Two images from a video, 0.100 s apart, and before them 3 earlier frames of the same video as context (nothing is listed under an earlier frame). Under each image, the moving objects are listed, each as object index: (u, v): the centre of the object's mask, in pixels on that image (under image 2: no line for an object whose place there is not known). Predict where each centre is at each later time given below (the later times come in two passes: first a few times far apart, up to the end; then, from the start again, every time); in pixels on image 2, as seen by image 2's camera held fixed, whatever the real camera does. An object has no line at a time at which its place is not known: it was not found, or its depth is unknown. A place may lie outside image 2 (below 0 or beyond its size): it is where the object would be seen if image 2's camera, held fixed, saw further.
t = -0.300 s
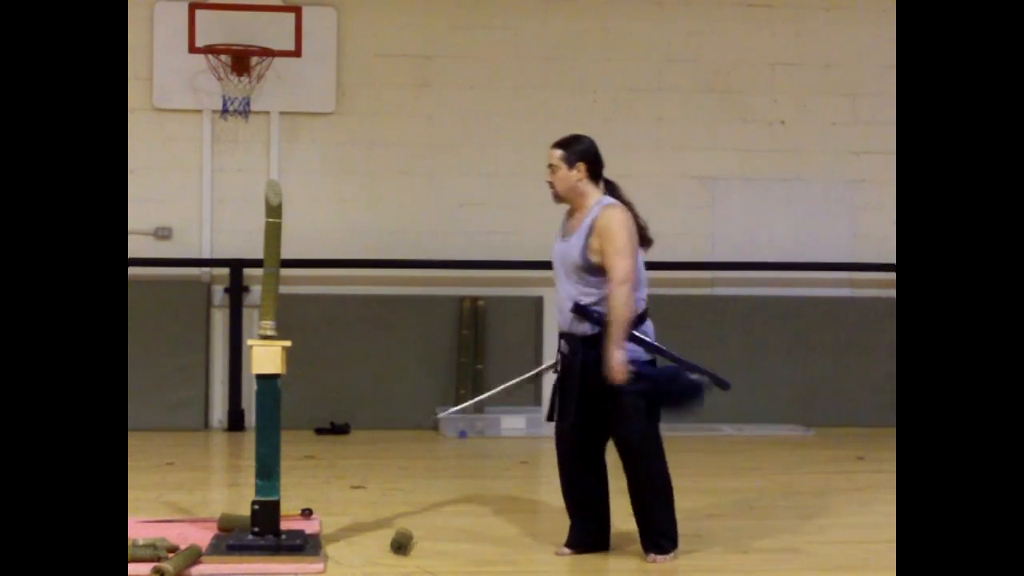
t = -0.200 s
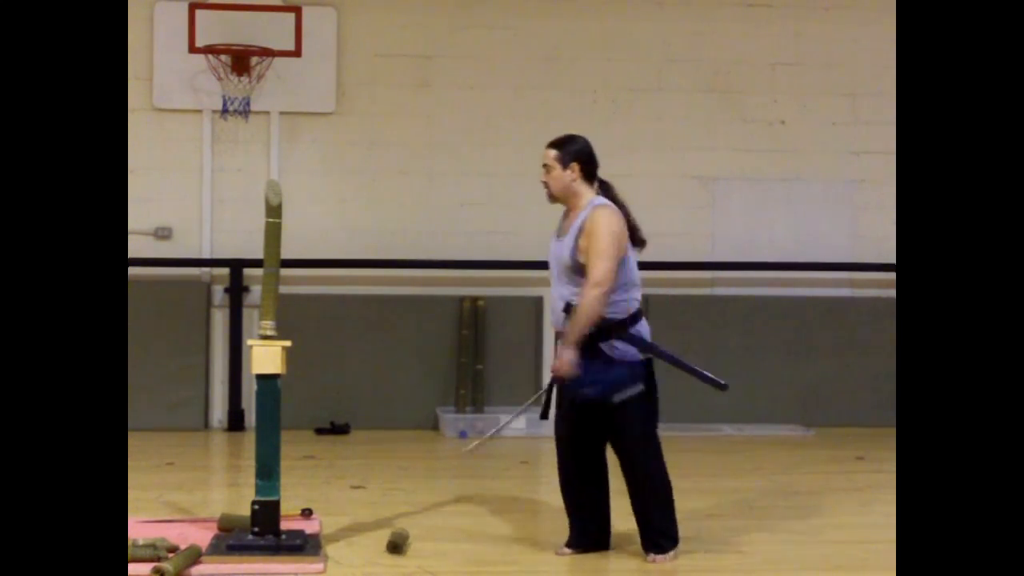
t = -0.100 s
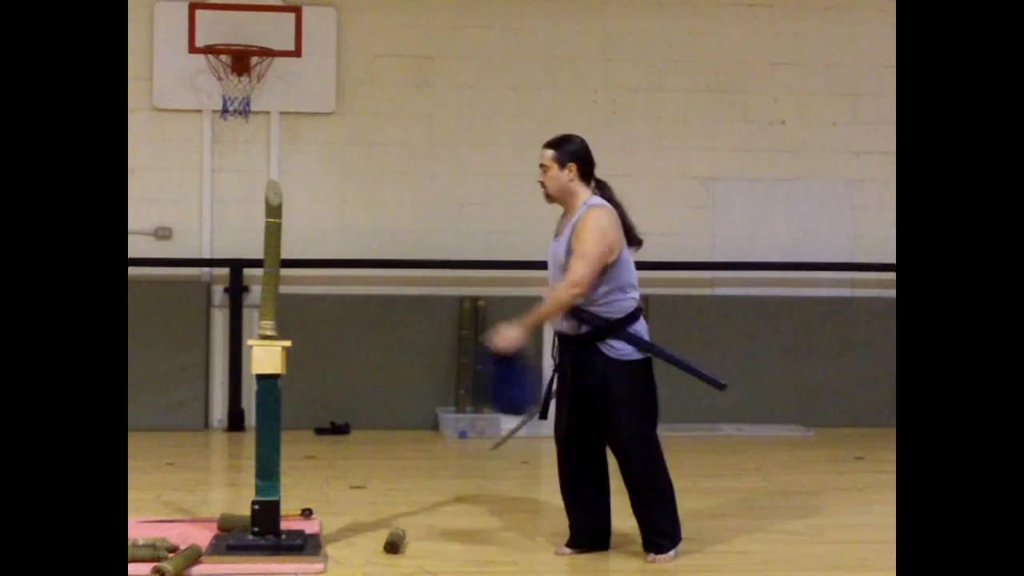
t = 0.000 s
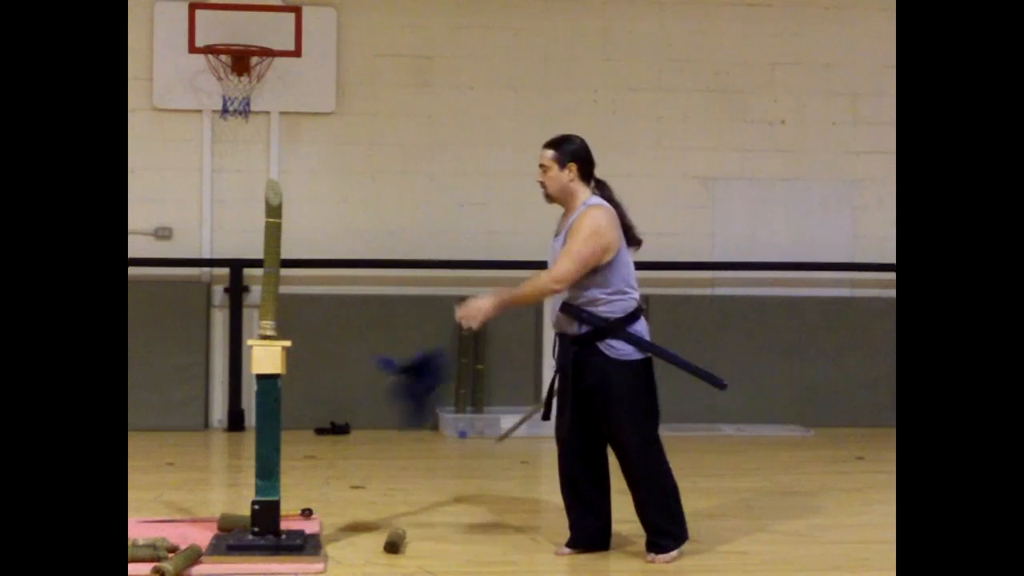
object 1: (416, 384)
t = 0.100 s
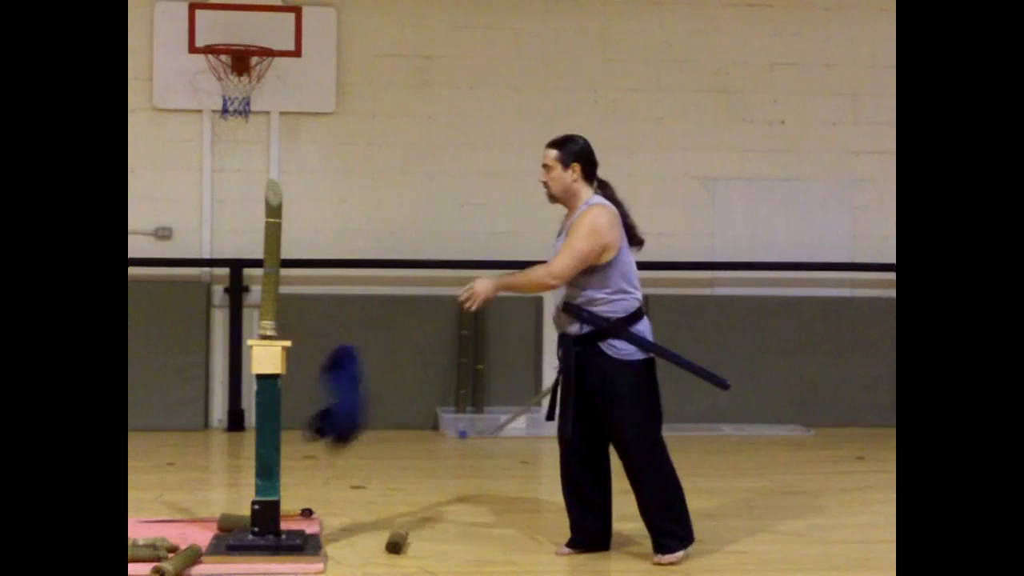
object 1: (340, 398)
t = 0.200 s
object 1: (304, 423)
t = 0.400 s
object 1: (221, 519)
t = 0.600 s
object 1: (219, 520)
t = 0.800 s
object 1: (219, 520)
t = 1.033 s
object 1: (219, 520)
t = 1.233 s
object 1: (219, 520)
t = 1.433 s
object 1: (219, 520)
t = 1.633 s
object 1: (219, 520)
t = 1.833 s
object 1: (219, 520)
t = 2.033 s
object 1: (219, 520)
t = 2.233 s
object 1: (219, 520)
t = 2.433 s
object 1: (219, 520)
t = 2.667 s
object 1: (219, 520)
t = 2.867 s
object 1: (219, 520)
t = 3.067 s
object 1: (219, 520)
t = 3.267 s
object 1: (219, 520)
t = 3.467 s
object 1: (219, 520)
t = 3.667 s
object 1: (219, 520)
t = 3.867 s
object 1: (219, 520)
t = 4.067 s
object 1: (219, 520)
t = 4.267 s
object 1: (219, 520)
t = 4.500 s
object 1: (219, 520)
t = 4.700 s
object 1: (219, 520)
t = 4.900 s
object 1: (219, 520)
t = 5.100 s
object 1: (219, 520)
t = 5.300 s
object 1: (219, 520)
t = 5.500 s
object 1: (219, 520)
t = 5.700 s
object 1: (219, 520)
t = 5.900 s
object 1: (219, 520)
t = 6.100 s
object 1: (219, 520)
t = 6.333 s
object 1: (219, 520)
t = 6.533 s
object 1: (219, 520)
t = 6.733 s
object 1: (219, 520)
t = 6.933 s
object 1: (219, 520)
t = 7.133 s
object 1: (219, 520)
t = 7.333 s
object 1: (219, 520)
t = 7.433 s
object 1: (219, 520)
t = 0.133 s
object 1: (324, 405)
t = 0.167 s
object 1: (312, 414)
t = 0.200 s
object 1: (304, 423)
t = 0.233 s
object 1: (280, 449)
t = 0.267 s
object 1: (236, 487)
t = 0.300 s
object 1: (231, 505)
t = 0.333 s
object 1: (224, 519)
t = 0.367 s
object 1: (222, 520)
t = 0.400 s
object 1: (221, 519)
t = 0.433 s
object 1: (220, 519)
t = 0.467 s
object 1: (219, 519)
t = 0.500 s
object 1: (219, 520)
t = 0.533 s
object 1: (219, 520)
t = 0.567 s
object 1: (219, 520)
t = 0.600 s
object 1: (219, 520)
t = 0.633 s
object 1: (219, 520)
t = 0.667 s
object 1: (219, 520)
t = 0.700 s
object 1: (219, 520)
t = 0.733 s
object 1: (219, 520)
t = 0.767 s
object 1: (219, 520)
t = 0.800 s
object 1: (219, 520)
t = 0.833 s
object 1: (219, 520)
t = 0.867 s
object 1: (219, 520)
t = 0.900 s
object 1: (219, 520)
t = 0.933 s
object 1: (219, 520)
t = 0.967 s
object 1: (219, 520)
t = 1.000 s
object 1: (219, 520)
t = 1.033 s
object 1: (219, 520)
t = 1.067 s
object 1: (219, 520)
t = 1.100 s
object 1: (219, 520)
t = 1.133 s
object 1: (219, 520)
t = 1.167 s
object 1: (219, 520)
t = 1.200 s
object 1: (219, 520)
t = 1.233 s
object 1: (219, 520)
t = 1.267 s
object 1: (219, 520)
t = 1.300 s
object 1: (219, 520)
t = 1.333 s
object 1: (219, 520)
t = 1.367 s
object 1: (219, 520)
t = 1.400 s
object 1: (219, 520)
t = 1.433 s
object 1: (219, 520)
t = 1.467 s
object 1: (219, 520)
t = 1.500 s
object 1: (219, 520)
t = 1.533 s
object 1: (219, 520)
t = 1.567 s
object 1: (219, 520)
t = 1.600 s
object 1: (219, 520)
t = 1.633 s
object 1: (219, 520)
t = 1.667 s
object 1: (219, 520)
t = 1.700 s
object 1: (219, 520)
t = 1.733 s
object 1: (219, 520)
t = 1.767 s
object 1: (219, 520)
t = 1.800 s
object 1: (219, 520)
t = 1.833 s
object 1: (219, 520)
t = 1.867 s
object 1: (219, 520)
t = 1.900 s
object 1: (219, 520)
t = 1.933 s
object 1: (219, 520)
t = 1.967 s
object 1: (219, 520)
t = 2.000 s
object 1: (219, 520)
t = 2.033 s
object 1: (219, 520)
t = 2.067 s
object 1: (219, 520)
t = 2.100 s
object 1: (219, 520)
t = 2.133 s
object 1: (219, 520)
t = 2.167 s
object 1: (219, 520)
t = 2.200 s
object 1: (219, 520)
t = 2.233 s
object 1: (219, 520)
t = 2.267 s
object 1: (219, 520)
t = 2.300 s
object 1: (219, 520)
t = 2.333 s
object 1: (219, 520)
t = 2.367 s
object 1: (219, 520)
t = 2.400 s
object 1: (219, 520)
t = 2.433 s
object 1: (219, 520)
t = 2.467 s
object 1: (219, 520)
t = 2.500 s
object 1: (219, 520)
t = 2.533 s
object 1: (219, 520)
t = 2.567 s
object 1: (219, 520)
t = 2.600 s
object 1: (219, 520)
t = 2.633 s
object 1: (219, 520)
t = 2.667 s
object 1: (219, 520)
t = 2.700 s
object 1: (219, 520)
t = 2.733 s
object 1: (219, 520)
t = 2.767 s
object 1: (219, 520)
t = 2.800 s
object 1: (219, 520)
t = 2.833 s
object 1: (219, 520)
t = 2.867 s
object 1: (219, 520)
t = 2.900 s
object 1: (219, 520)
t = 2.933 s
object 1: (219, 520)
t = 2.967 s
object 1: (219, 520)
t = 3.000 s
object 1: (219, 520)
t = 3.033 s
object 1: (219, 520)
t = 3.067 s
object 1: (219, 520)
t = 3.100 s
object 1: (219, 520)
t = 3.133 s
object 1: (219, 520)
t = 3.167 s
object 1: (219, 520)
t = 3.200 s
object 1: (219, 520)
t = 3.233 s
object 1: (219, 520)
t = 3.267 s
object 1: (219, 520)
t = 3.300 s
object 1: (219, 520)
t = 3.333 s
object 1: (219, 520)
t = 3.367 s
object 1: (219, 520)
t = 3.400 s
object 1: (219, 520)
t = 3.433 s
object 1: (219, 520)
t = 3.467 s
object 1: (219, 520)
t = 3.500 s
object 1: (219, 520)
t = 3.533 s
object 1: (219, 520)
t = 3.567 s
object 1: (219, 520)
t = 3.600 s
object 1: (219, 520)
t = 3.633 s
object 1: (219, 520)
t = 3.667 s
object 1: (219, 520)
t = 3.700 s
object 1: (219, 520)
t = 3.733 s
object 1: (219, 520)
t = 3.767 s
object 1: (219, 520)
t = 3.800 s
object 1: (219, 520)
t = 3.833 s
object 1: (219, 520)
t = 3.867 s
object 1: (219, 520)
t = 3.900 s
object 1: (219, 520)
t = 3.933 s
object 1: (219, 520)
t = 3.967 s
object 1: (219, 520)
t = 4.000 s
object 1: (219, 520)
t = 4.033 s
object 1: (219, 520)
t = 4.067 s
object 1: (219, 520)
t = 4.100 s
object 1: (219, 520)
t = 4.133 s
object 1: (219, 520)
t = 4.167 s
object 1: (219, 520)
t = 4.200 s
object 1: (219, 520)
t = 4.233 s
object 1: (219, 520)
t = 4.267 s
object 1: (219, 520)
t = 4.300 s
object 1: (219, 520)
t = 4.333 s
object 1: (219, 520)
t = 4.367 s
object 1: (219, 520)
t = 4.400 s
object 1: (219, 520)
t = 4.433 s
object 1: (219, 520)
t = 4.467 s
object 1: (219, 520)
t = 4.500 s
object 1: (219, 520)
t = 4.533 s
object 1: (219, 520)
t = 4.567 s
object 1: (219, 520)
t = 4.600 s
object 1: (219, 520)
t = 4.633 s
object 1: (219, 520)
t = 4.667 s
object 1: (219, 520)
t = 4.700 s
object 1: (219, 520)
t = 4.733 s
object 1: (219, 520)
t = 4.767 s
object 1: (219, 520)
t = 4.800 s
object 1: (219, 520)
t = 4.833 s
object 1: (219, 520)
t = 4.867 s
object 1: (219, 520)
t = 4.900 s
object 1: (219, 520)
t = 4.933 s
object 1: (219, 520)
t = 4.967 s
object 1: (219, 520)
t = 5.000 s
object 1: (219, 520)
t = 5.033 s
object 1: (219, 520)
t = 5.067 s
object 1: (219, 520)
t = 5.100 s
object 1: (219, 520)
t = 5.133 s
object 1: (219, 520)
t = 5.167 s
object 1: (219, 520)
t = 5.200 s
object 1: (219, 520)
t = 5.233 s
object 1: (219, 520)
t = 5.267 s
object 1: (219, 520)
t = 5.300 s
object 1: (219, 520)
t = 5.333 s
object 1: (219, 520)
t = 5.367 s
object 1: (219, 520)
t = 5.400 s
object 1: (219, 520)
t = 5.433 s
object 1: (219, 520)
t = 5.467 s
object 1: (219, 520)
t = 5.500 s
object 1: (219, 520)
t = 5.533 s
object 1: (219, 520)
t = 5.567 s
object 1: (219, 520)
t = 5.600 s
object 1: (219, 520)
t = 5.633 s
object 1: (219, 520)
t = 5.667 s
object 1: (219, 520)
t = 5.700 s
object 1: (219, 520)
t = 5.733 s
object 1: (219, 520)
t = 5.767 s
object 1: (219, 520)
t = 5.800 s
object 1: (219, 520)
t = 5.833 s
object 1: (219, 520)
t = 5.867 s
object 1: (219, 520)
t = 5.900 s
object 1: (219, 520)
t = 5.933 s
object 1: (219, 520)
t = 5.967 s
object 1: (219, 520)
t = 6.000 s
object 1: (219, 520)
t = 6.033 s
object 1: (219, 520)
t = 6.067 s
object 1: (219, 520)
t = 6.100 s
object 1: (219, 520)
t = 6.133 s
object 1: (219, 520)
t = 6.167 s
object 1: (219, 520)
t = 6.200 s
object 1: (219, 520)
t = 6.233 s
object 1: (219, 520)
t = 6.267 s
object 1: (219, 520)
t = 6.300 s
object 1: (219, 520)
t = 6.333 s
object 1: (219, 520)
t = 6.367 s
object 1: (219, 520)
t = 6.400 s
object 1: (219, 520)
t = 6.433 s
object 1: (219, 520)
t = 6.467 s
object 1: (219, 520)
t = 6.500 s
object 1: (219, 520)
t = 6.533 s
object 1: (219, 520)
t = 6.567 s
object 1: (219, 520)
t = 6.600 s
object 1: (219, 520)
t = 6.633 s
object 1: (219, 520)
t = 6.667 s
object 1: (219, 520)
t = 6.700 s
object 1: (219, 520)
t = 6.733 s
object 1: (219, 520)
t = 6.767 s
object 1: (219, 520)
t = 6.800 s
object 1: (219, 520)
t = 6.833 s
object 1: (219, 520)
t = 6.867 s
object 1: (219, 520)
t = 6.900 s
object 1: (219, 520)
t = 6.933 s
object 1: (219, 520)
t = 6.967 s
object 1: (219, 520)
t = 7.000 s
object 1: (219, 520)
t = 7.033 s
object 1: (219, 520)
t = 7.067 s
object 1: (219, 520)
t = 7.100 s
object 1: (219, 520)
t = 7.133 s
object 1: (219, 520)
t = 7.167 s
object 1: (219, 520)
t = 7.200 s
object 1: (219, 520)
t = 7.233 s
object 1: (219, 520)
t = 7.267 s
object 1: (219, 520)
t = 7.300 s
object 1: (219, 520)
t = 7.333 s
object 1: (219, 520)
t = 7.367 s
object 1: (219, 520)
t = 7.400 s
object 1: (219, 520)
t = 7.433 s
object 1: (219, 520)
